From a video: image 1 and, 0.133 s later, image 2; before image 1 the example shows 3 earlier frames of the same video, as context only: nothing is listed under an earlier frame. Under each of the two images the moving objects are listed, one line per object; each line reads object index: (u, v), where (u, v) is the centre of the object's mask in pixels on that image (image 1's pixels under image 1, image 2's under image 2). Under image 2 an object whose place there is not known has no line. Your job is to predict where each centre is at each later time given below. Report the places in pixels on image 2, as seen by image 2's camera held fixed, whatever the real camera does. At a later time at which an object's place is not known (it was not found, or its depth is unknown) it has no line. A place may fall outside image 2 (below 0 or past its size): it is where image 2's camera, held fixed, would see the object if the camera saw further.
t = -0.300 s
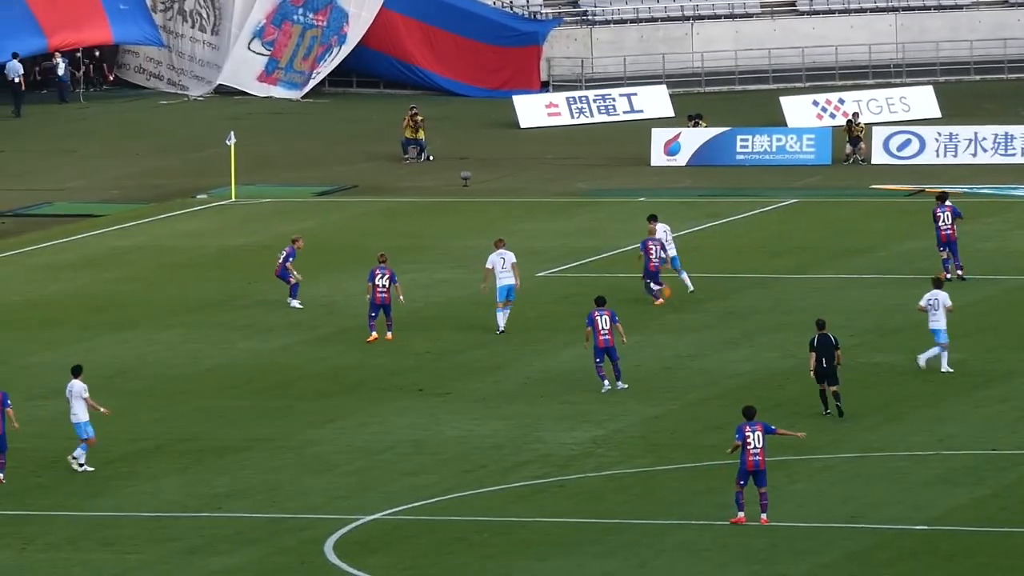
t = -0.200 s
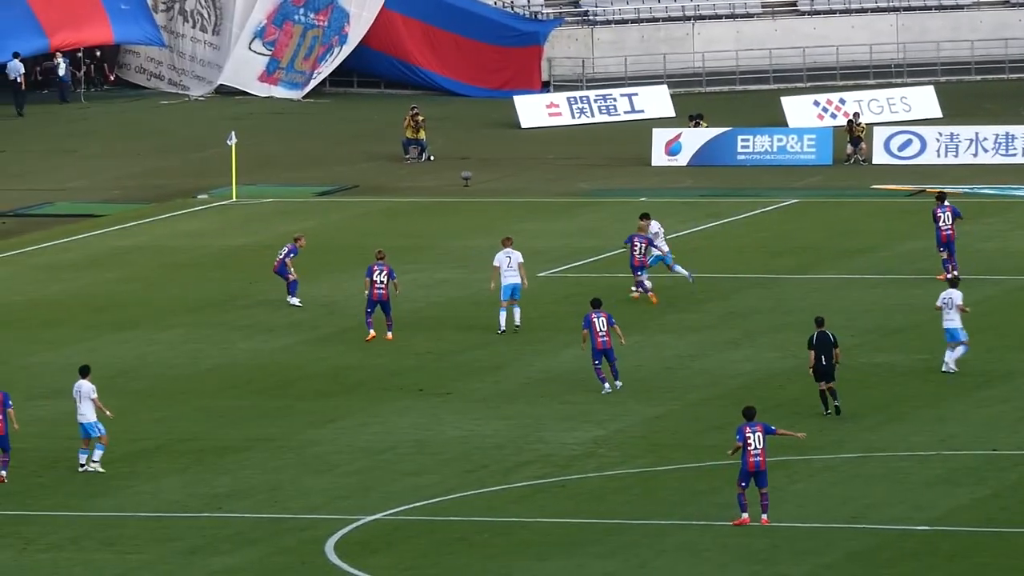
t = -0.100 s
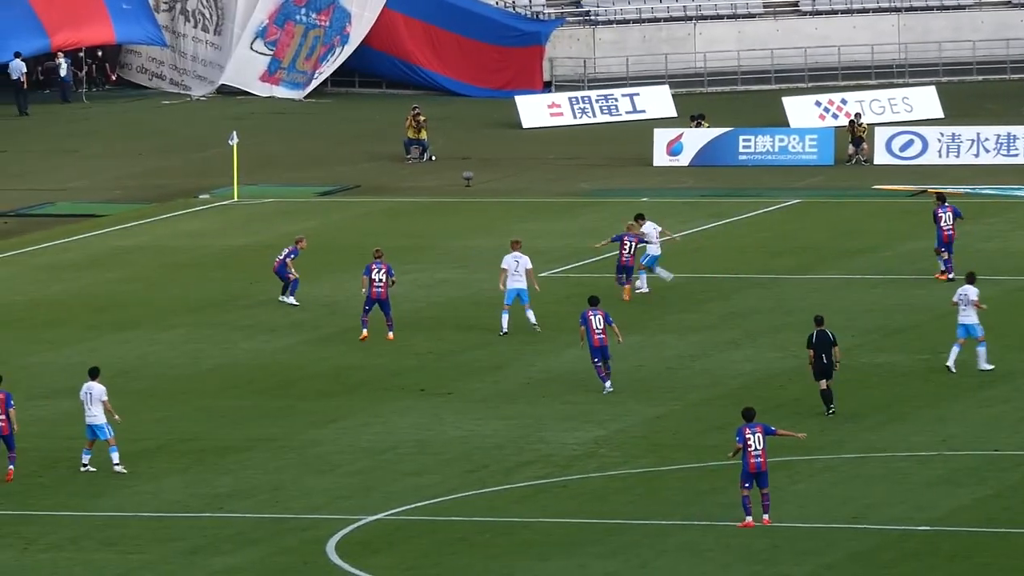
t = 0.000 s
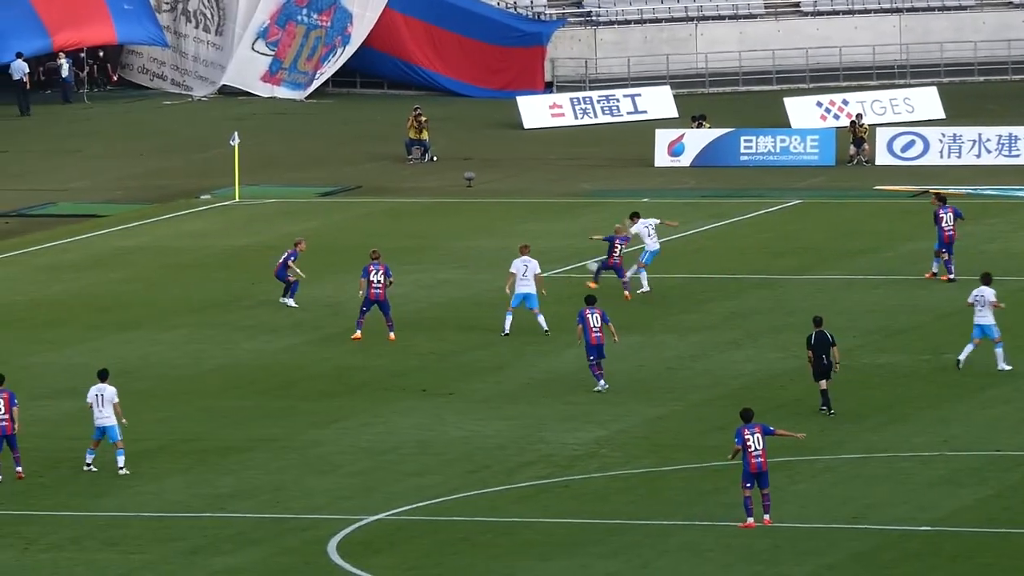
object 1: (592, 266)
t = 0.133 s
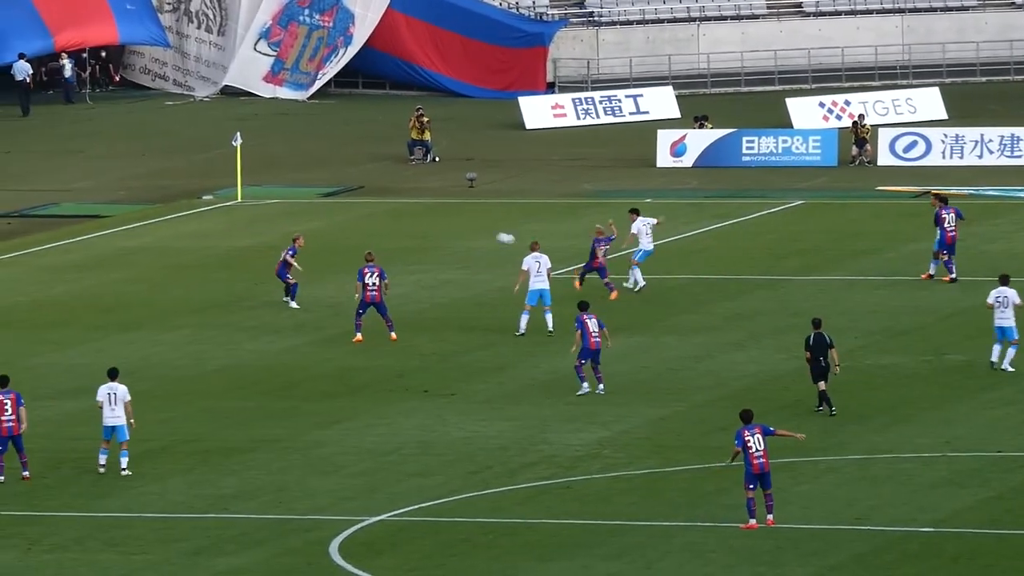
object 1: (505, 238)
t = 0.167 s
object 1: (484, 232)
